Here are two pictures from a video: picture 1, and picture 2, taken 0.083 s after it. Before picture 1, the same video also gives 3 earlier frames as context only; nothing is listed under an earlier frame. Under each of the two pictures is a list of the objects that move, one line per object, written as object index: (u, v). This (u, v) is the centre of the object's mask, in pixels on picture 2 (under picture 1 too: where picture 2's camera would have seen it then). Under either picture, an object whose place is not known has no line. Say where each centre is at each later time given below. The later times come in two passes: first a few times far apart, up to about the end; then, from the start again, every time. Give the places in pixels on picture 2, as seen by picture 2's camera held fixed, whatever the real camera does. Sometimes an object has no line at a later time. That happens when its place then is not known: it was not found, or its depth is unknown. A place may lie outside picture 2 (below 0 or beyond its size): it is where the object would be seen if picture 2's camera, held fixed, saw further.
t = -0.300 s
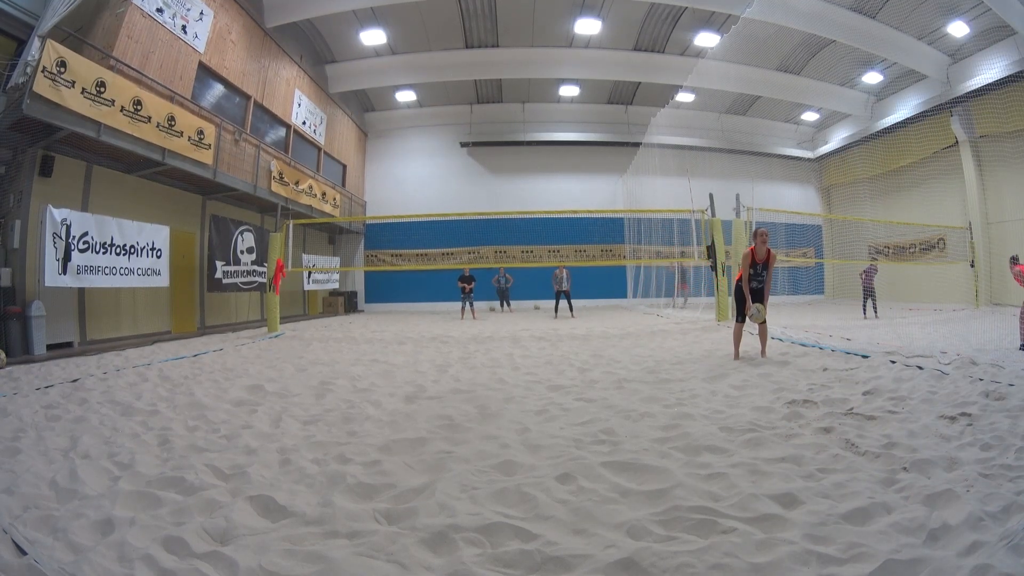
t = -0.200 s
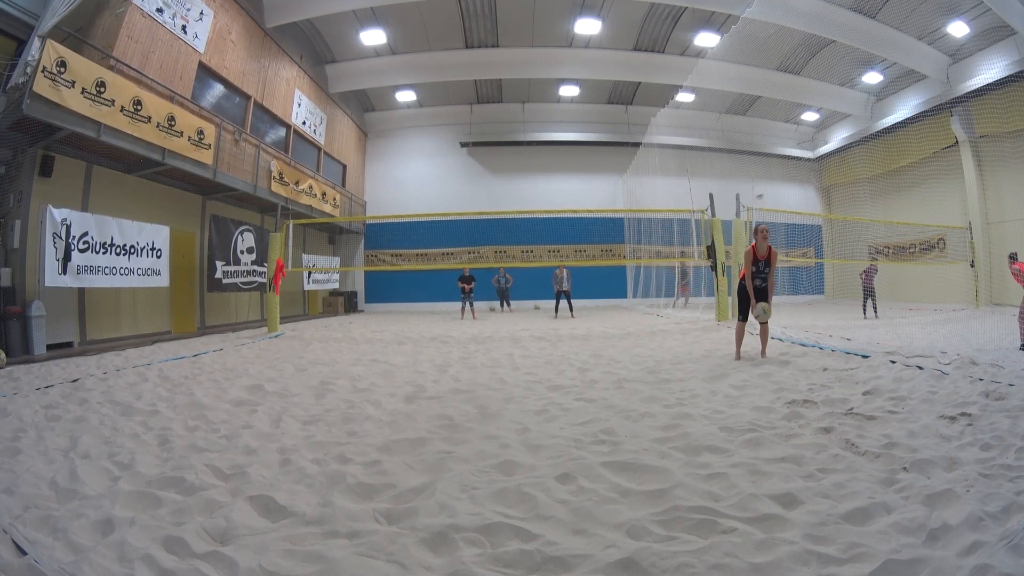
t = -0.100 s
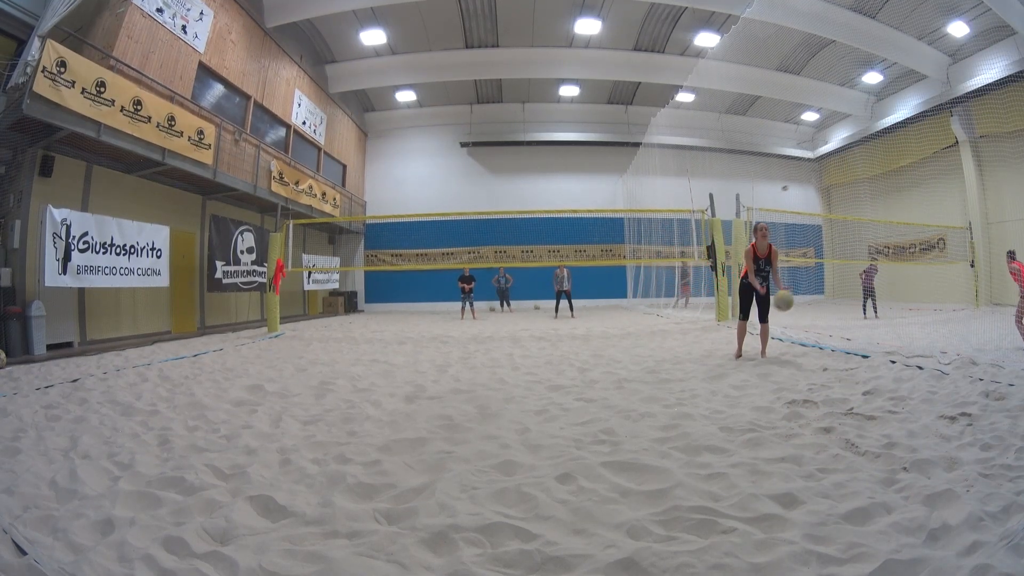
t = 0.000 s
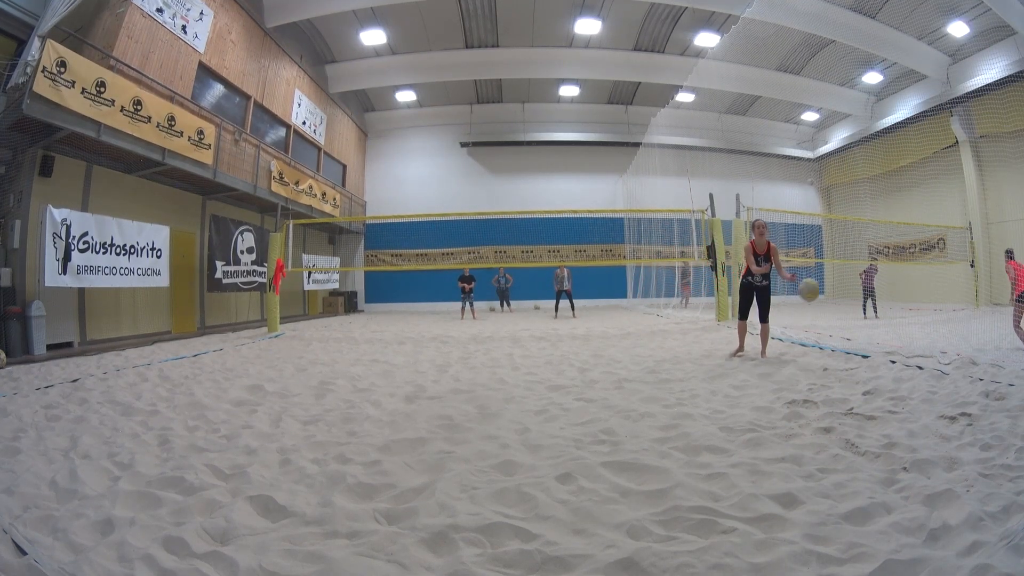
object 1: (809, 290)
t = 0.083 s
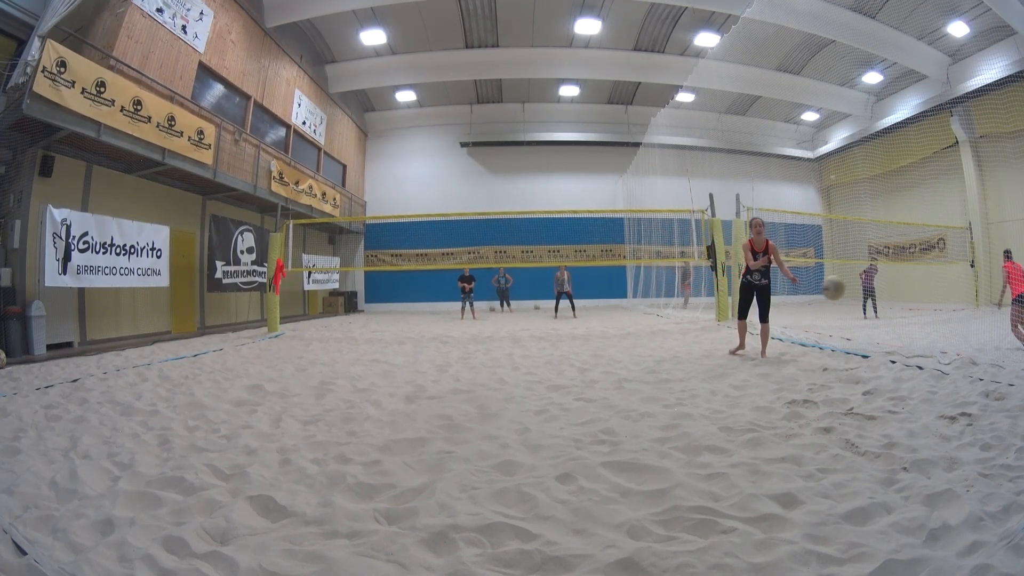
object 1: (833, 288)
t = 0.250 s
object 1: (891, 309)
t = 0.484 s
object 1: (973, 380)
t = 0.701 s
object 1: (1020, 398)
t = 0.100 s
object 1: (838, 288)
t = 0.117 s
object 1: (843, 289)
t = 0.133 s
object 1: (849, 290)
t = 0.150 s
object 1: (854, 291)
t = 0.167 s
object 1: (860, 293)
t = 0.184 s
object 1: (866, 296)
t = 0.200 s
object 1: (872, 298)
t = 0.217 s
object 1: (878, 301)
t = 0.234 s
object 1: (884, 304)
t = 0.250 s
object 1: (891, 309)
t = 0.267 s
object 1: (897, 313)
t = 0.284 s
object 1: (903, 318)
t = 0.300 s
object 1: (909, 323)
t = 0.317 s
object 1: (916, 329)
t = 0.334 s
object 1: (923, 335)
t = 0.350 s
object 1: (929, 342)
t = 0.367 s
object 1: (936, 350)
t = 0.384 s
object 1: (942, 358)
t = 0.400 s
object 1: (948, 366)
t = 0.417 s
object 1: (955, 376)
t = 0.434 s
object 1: (960, 385)
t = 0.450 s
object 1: (965, 384)
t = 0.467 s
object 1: (969, 382)
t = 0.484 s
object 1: (973, 380)
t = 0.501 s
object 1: (977, 379)
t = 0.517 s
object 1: (982, 378)
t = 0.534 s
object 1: (986, 379)
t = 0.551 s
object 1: (990, 377)
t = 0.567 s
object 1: (995, 377)
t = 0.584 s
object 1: (999, 378)
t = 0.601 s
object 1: (1003, 380)
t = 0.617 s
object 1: (1007, 382)
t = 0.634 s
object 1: (1011, 384)
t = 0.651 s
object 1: (1013, 386)
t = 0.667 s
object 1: (1016, 390)
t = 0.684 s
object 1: (1018, 394)
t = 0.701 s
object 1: (1020, 398)
